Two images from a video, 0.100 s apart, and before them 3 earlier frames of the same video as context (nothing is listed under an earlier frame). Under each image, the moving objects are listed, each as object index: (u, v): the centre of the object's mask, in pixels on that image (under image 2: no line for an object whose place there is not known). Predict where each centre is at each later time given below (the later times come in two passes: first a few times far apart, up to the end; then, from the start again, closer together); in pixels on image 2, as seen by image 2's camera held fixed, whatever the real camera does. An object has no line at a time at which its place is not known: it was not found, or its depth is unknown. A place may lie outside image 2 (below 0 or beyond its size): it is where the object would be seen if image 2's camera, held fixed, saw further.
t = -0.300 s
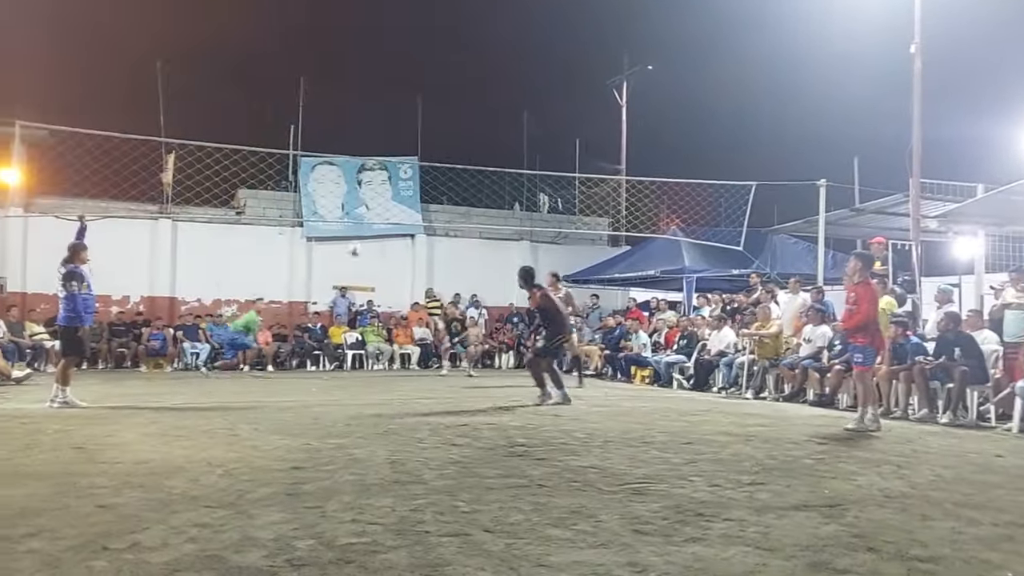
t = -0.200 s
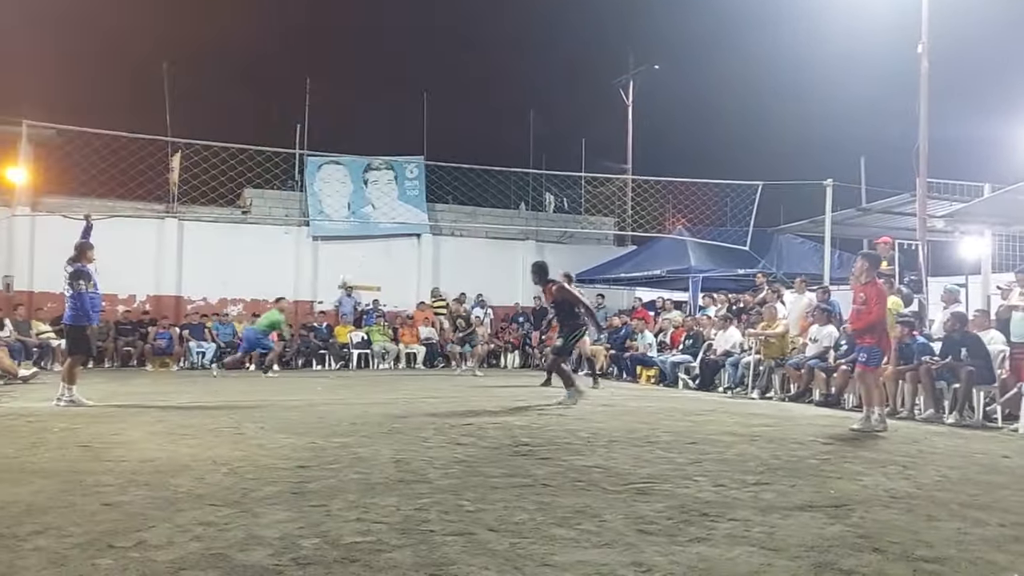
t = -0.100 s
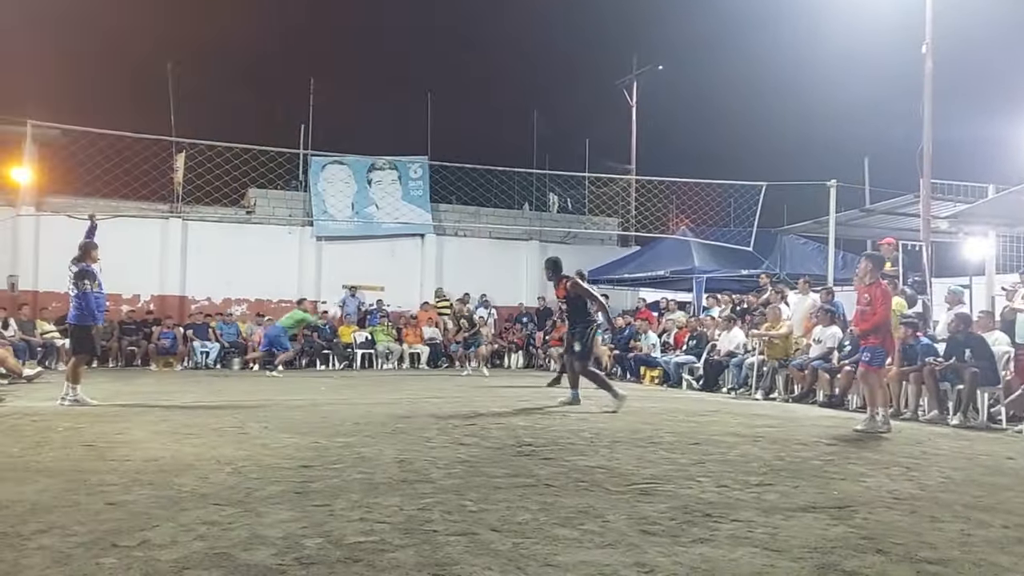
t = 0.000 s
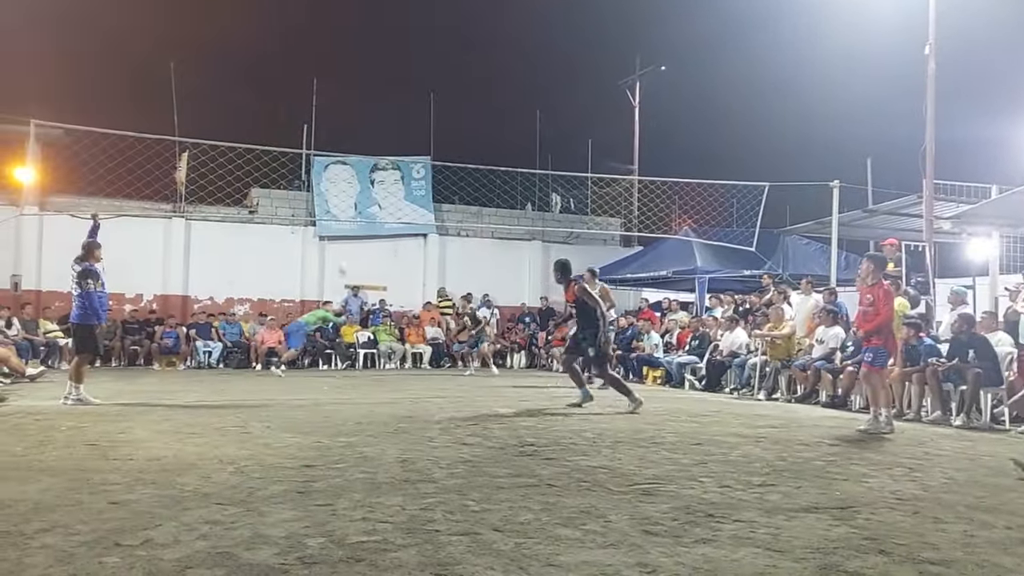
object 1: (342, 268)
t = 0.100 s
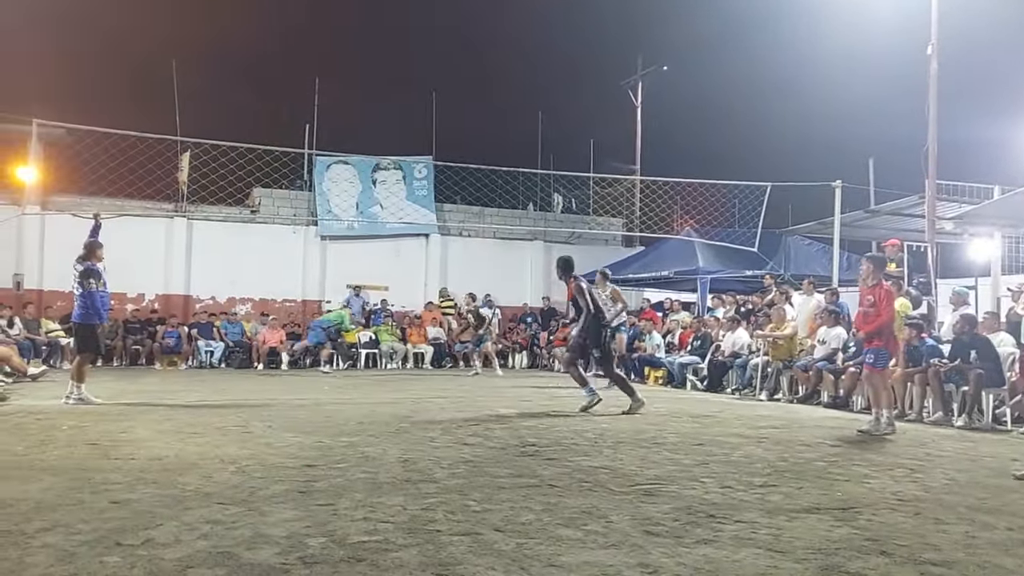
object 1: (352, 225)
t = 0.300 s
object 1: (361, 150)
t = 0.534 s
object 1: (370, 101)
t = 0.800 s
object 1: (379, 79)
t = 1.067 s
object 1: (386, 96)
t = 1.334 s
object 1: (393, 148)
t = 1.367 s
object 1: (393, 154)
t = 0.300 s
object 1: (361, 150)
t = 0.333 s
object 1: (362, 142)
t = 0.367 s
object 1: (363, 134)
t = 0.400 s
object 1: (365, 126)
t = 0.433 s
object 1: (366, 118)
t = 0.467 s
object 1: (367, 112)
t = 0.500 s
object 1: (368, 106)
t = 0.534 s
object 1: (370, 101)
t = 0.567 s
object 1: (371, 96)
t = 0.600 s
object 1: (372, 91)
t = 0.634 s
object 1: (373, 88)
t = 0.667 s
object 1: (374, 85)
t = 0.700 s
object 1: (375, 83)
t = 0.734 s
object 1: (377, 81)
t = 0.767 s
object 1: (378, 80)
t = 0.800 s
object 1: (379, 79)
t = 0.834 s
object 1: (380, 80)
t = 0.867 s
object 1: (381, 80)
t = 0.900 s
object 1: (382, 82)
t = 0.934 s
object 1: (383, 83)
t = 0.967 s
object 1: (384, 86)
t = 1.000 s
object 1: (385, 89)
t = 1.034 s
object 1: (385, 92)
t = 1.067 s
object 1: (386, 96)
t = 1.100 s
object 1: (387, 101)
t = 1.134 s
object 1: (388, 106)
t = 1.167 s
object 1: (389, 112)
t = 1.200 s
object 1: (390, 118)
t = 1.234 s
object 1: (391, 125)
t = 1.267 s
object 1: (391, 132)
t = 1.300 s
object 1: (392, 140)
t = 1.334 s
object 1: (393, 148)
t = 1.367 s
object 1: (393, 154)
